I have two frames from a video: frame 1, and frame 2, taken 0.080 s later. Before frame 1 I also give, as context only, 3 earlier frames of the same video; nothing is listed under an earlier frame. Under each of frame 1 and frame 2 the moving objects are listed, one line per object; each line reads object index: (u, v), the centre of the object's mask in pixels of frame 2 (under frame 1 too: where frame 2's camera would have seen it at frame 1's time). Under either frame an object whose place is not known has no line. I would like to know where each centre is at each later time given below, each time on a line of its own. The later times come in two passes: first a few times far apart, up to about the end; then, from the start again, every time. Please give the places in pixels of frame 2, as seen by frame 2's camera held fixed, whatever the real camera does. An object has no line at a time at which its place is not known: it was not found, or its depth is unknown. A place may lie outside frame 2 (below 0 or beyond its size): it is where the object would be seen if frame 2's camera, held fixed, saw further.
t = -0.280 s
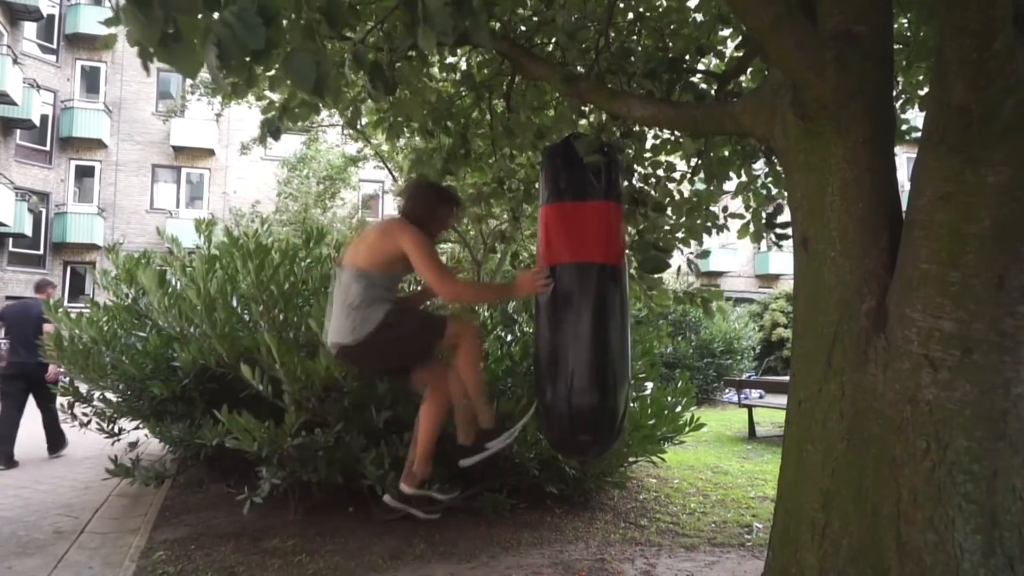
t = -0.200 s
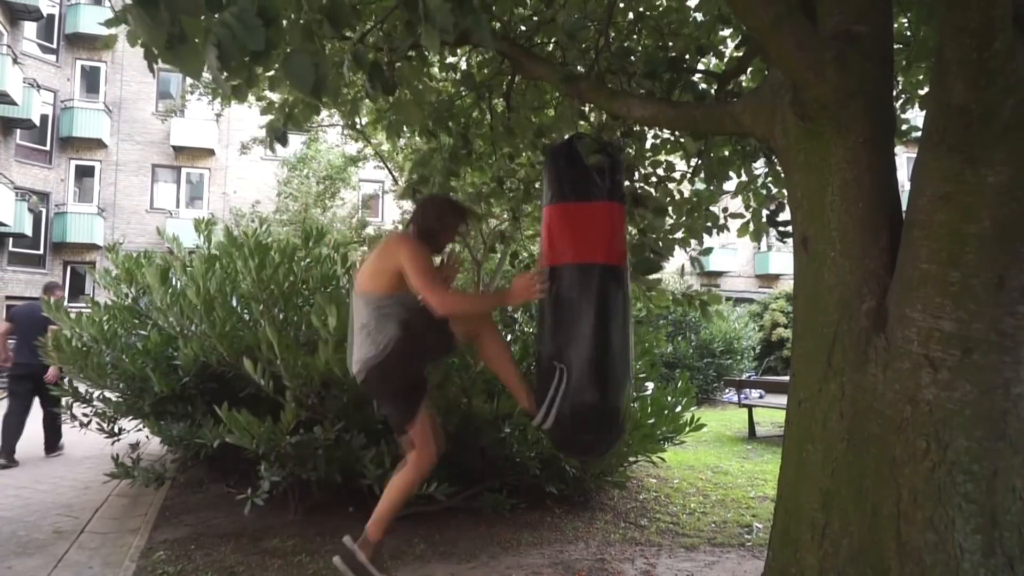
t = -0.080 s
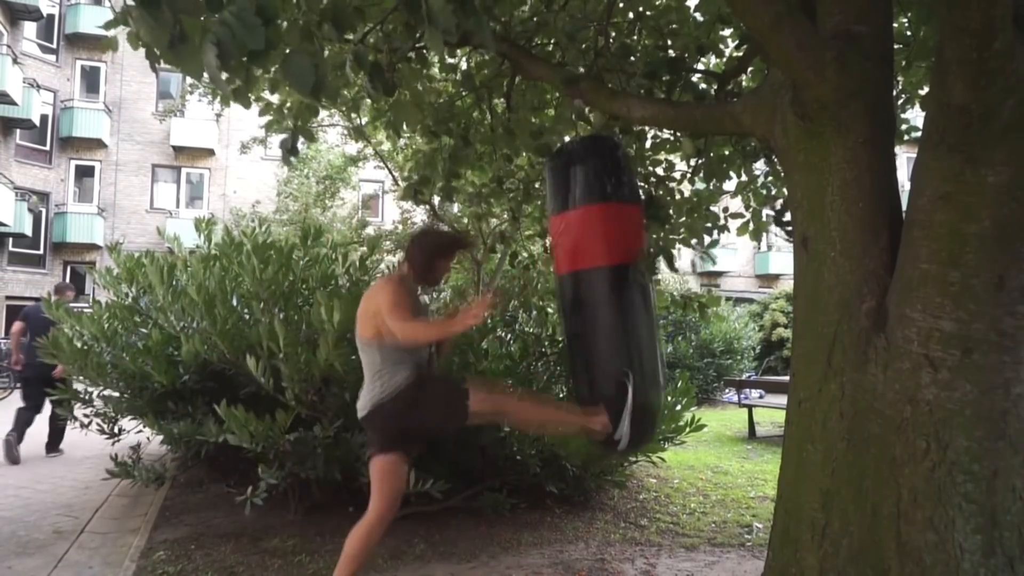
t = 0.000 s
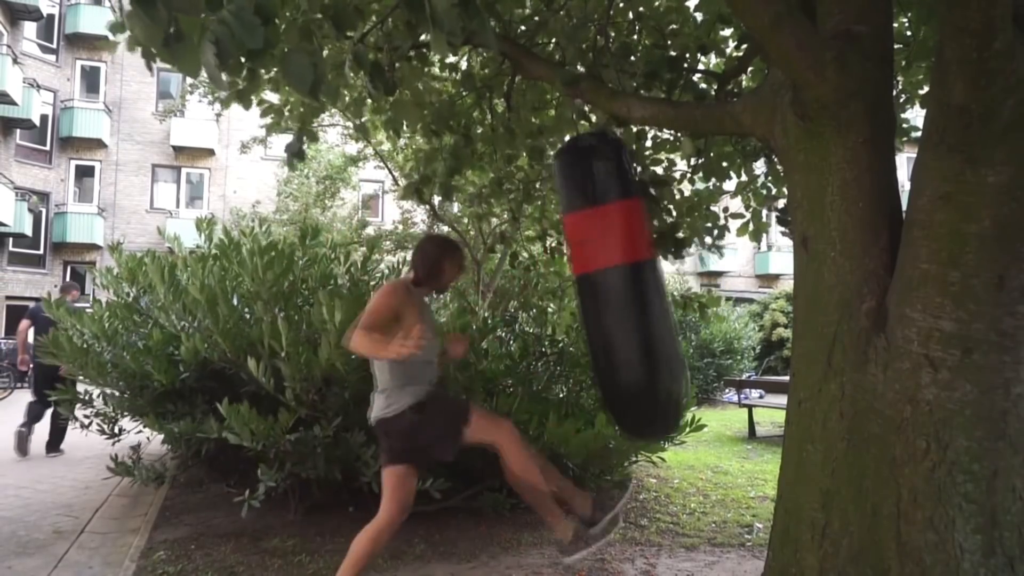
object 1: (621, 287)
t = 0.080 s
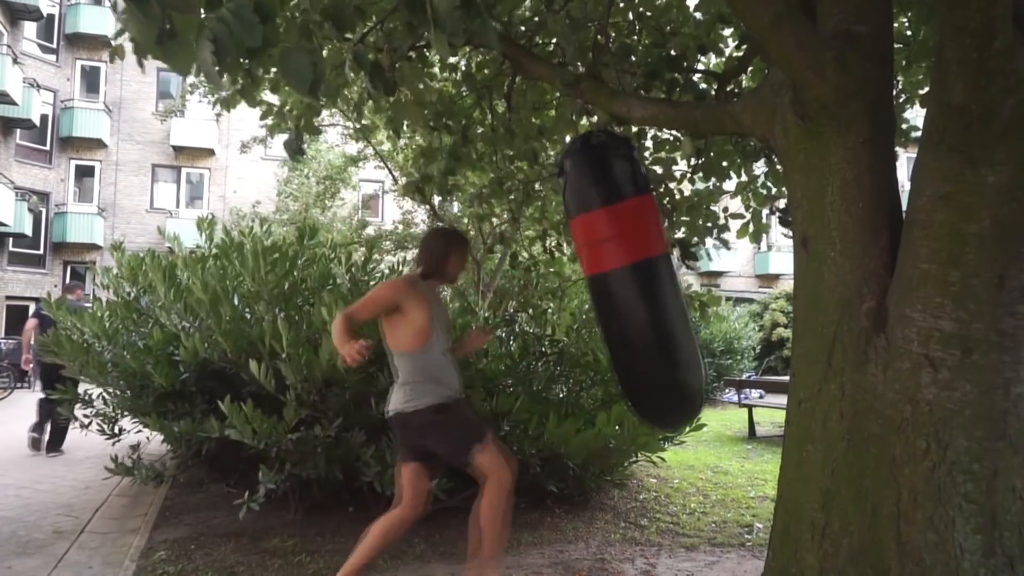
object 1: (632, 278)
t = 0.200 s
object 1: (643, 268)
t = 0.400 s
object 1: (652, 266)
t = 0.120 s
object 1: (637, 274)
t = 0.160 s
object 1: (640, 270)
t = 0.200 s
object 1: (643, 268)
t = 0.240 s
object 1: (646, 266)
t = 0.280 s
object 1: (648, 265)
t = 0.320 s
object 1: (650, 265)
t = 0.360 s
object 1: (652, 265)
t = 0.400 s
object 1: (652, 266)
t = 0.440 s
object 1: (651, 266)
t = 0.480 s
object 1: (650, 267)
